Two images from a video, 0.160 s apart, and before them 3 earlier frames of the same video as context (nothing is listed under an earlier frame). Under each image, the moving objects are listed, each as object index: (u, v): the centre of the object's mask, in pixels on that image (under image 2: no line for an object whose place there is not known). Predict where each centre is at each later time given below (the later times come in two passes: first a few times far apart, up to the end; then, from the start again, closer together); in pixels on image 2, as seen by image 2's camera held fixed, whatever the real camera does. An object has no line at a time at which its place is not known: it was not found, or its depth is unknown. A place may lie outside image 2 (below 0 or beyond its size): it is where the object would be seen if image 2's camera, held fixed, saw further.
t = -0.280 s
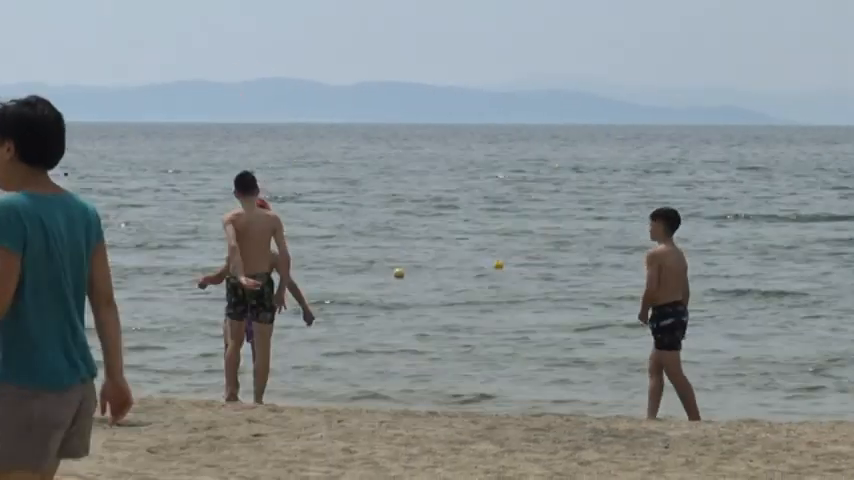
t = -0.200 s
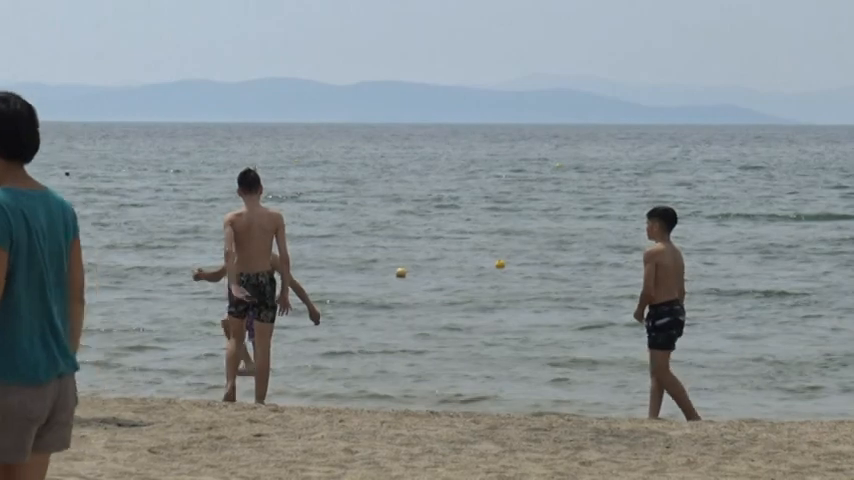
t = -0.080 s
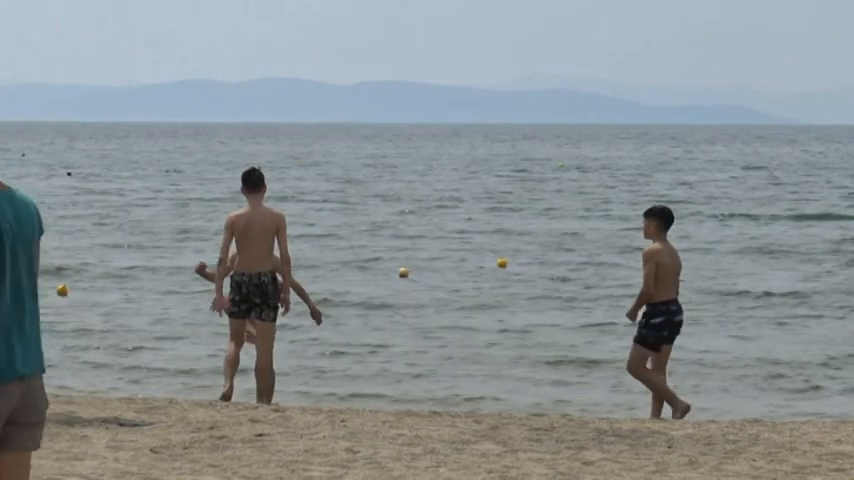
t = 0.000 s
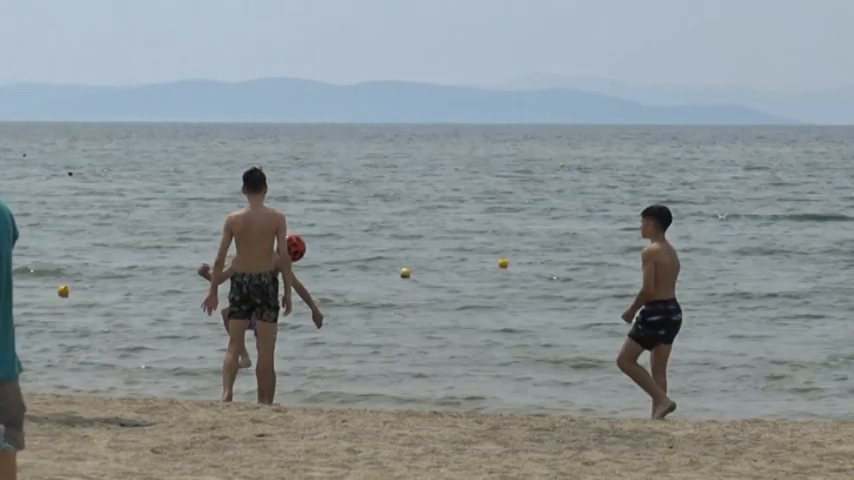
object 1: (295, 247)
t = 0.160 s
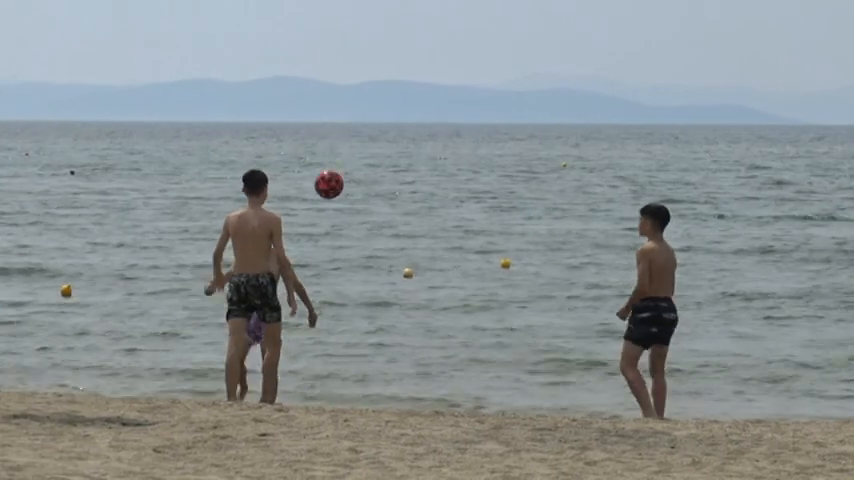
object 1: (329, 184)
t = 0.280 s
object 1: (357, 156)
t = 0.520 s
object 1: (412, 161)
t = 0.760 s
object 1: (469, 244)
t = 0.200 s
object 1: (338, 173)
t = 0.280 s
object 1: (357, 156)
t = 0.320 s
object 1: (366, 152)
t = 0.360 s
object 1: (376, 150)
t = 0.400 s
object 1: (385, 149)
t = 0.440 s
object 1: (394, 151)
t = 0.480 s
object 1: (404, 155)
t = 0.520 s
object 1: (412, 161)
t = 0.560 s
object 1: (422, 169)
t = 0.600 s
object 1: (430, 179)
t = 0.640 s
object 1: (440, 192)
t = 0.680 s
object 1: (450, 207)
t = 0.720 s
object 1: (459, 224)
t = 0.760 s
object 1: (469, 244)
